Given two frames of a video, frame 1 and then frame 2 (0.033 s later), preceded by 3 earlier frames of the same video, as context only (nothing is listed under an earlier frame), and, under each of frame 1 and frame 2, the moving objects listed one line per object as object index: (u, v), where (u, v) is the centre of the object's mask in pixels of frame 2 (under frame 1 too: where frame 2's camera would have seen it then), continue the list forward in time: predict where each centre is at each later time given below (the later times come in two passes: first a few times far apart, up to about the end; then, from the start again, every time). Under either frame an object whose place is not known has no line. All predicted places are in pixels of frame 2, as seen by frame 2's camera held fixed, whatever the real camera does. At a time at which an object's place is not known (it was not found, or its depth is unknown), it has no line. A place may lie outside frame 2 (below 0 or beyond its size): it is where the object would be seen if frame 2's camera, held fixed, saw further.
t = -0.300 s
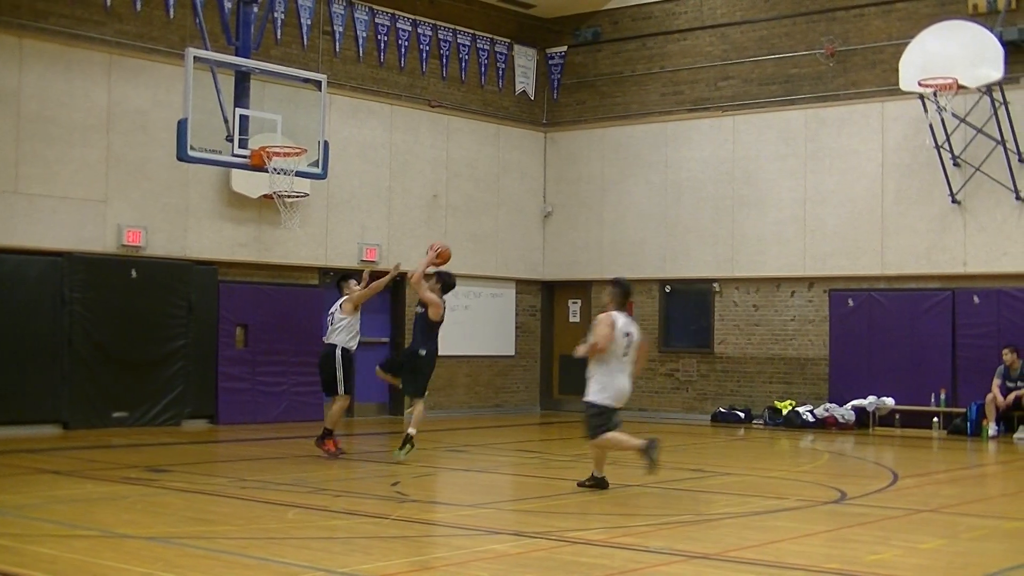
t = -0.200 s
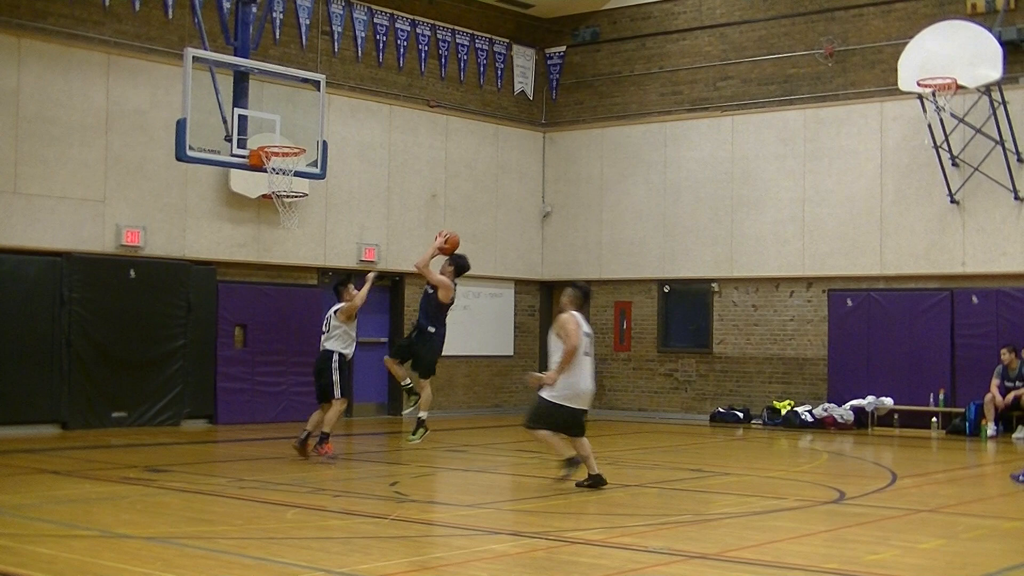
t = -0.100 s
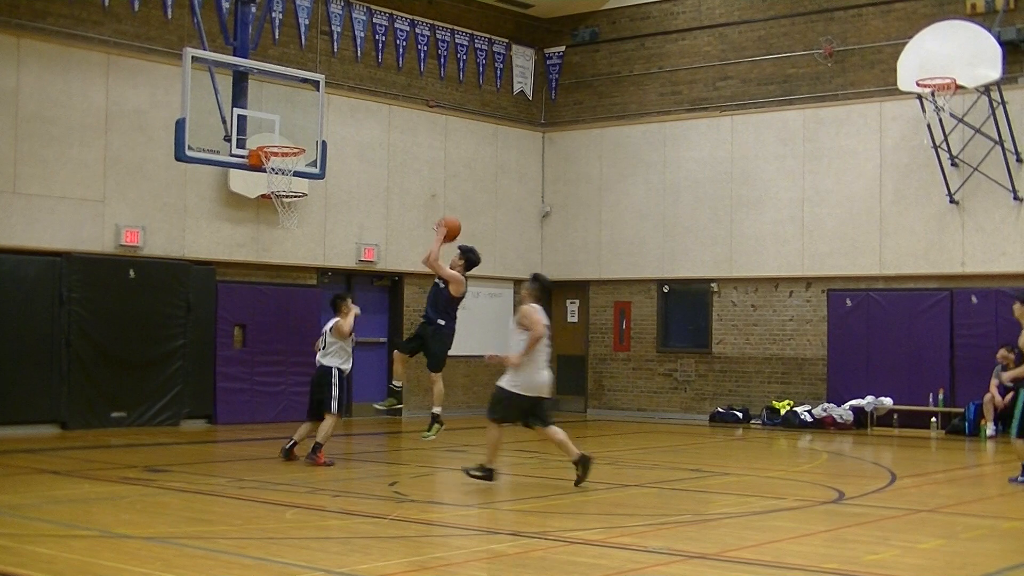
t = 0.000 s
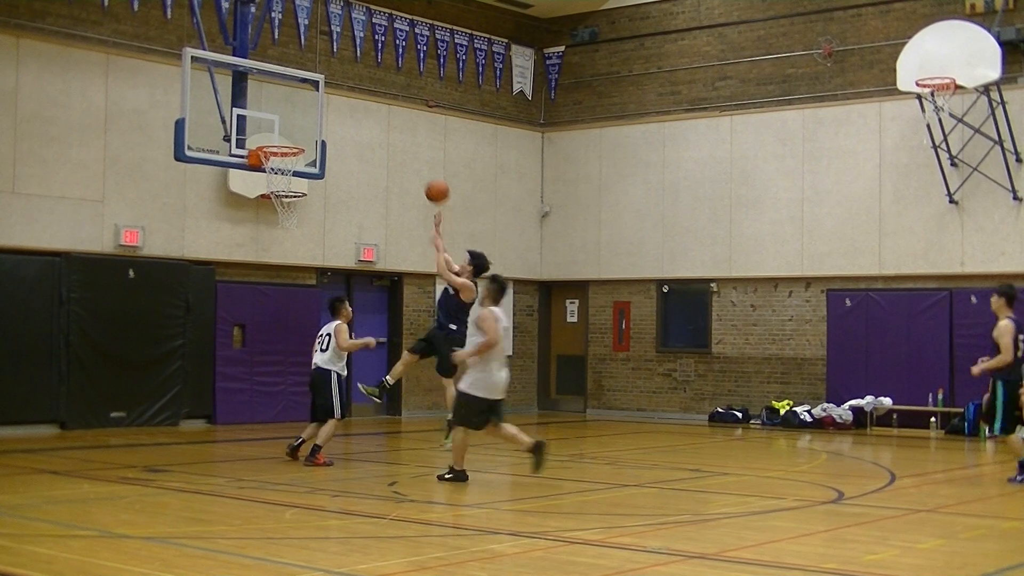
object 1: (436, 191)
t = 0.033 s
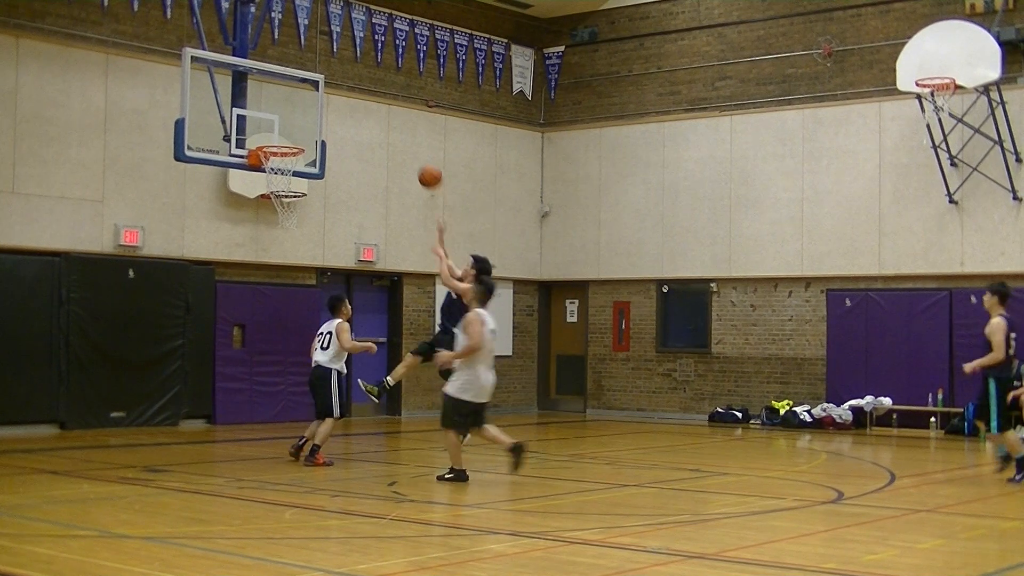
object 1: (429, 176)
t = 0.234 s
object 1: (390, 111)
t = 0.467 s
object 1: (343, 86)
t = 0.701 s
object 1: (295, 114)
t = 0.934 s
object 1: (274, 166)
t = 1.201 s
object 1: (290, 187)
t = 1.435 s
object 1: (297, 249)
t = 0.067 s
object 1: (423, 163)
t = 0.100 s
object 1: (416, 150)
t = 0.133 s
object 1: (409, 139)
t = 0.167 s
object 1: (403, 129)
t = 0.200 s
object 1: (396, 120)
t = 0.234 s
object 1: (390, 111)
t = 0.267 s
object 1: (383, 105)
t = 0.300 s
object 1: (375, 98)
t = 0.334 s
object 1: (369, 94)
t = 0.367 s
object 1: (362, 90)
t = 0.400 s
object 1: (356, 88)
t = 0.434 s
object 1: (349, 86)
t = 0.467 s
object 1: (343, 86)
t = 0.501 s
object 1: (336, 86)
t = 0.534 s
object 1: (329, 88)
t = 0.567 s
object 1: (322, 91)
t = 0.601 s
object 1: (315, 96)
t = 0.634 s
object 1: (308, 100)
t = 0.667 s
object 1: (301, 107)
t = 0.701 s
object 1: (295, 114)
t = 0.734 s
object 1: (288, 122)
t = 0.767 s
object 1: (281, 131)
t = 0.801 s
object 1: (274, 138)
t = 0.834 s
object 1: (274, 147)
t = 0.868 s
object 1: (274, 153)
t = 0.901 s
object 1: (274, 158)
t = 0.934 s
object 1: (274, 166)
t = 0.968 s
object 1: (274, 169)
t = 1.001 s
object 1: (277, 171)
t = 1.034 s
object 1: (280, 172)
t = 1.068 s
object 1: (282, 174)
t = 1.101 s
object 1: (284, 176)
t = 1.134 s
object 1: (286, 179)
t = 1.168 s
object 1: (288, 181)
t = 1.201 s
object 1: (290, 187)
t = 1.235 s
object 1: (290, 194)
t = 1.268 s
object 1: (291, 199)
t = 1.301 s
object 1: (292, 207)
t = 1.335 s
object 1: (293, 216)
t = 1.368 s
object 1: (294, 226)
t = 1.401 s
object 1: (295, 237)
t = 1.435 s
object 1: (297, 249)
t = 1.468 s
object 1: (298, 263)
